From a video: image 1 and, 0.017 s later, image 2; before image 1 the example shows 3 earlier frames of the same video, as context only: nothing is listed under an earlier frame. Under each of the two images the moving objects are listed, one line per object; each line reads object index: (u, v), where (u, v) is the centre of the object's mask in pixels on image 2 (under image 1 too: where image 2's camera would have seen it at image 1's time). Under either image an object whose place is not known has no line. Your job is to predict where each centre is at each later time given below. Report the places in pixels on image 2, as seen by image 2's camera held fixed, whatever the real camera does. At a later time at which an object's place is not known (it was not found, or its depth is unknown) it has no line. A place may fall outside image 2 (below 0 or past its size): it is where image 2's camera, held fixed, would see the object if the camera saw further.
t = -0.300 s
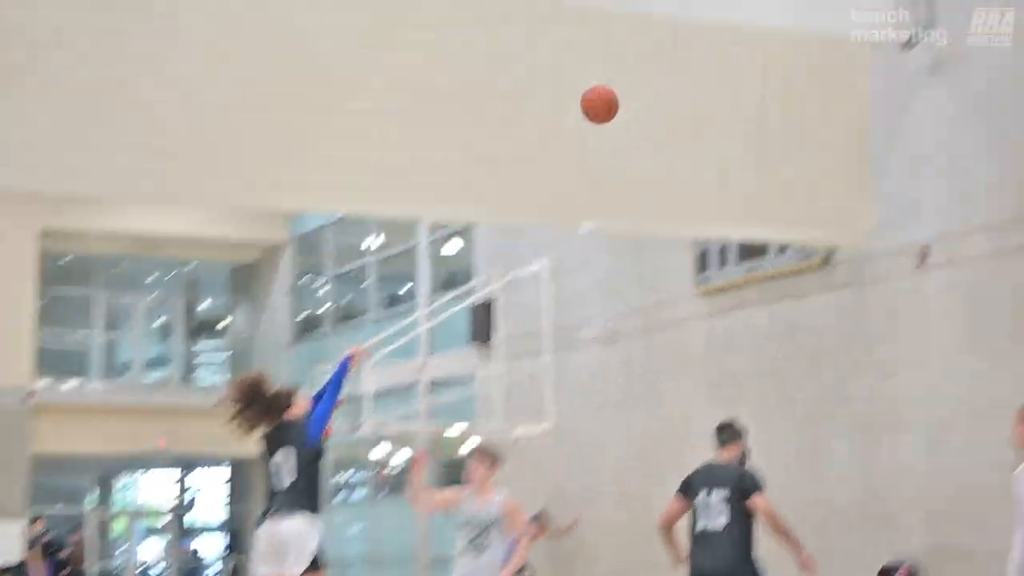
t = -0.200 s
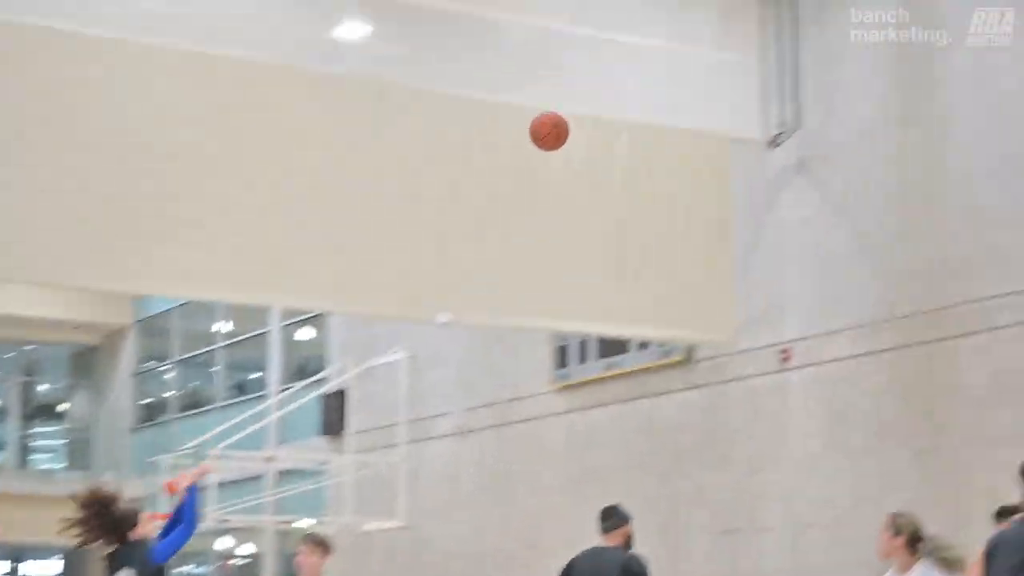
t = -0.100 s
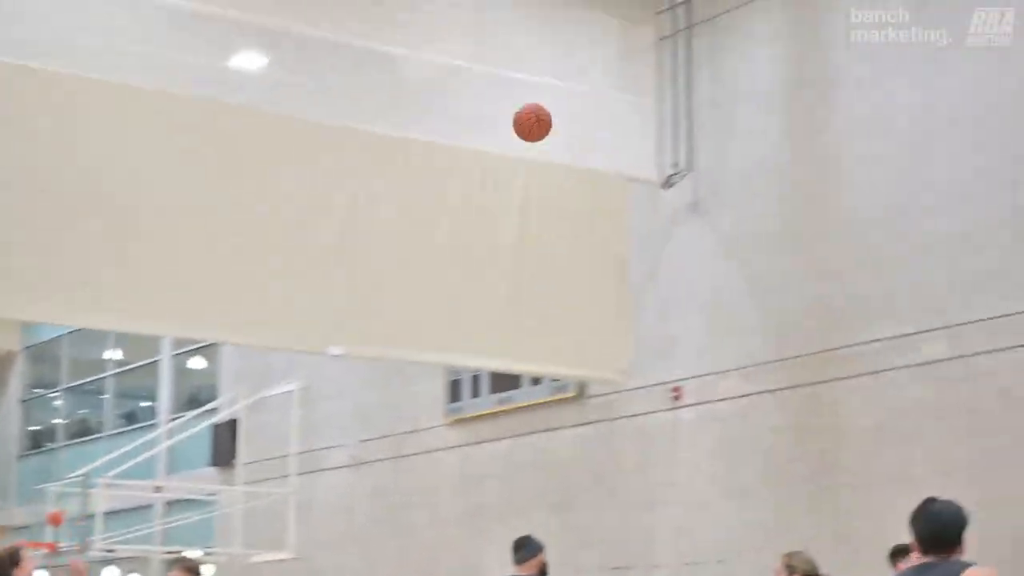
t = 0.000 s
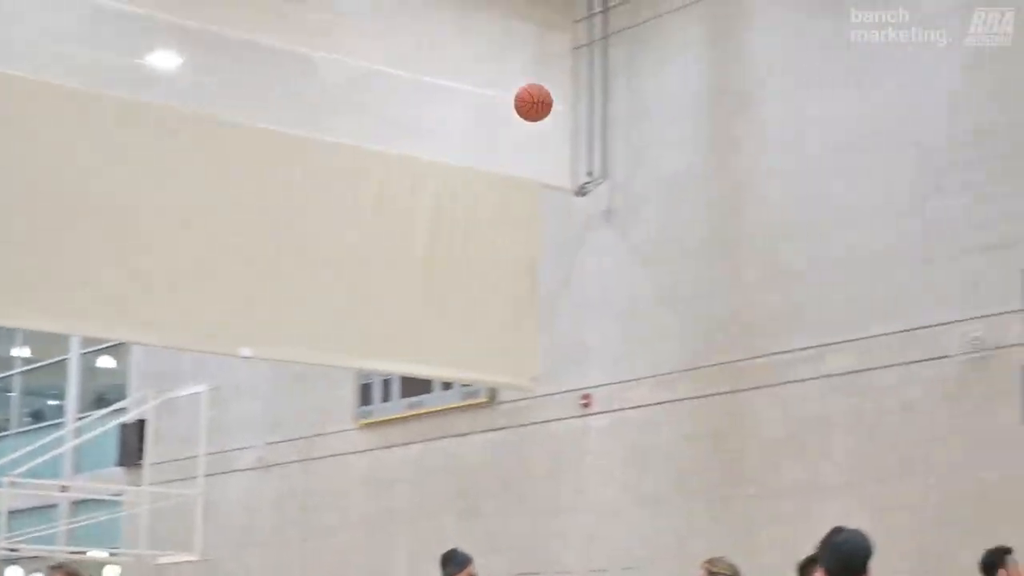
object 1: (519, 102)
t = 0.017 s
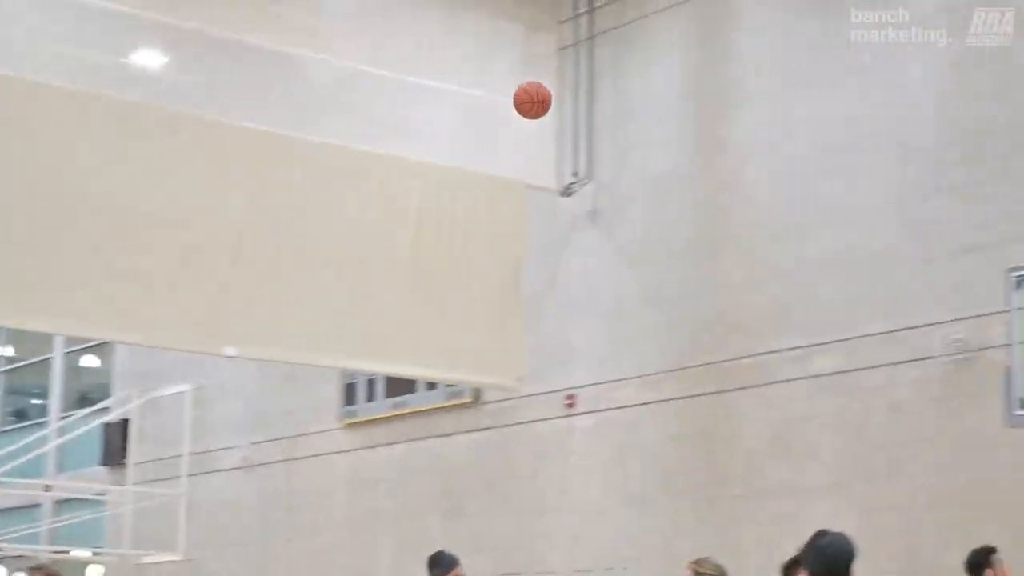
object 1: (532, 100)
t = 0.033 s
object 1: (546, 98)
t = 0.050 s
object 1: (560, 95)
